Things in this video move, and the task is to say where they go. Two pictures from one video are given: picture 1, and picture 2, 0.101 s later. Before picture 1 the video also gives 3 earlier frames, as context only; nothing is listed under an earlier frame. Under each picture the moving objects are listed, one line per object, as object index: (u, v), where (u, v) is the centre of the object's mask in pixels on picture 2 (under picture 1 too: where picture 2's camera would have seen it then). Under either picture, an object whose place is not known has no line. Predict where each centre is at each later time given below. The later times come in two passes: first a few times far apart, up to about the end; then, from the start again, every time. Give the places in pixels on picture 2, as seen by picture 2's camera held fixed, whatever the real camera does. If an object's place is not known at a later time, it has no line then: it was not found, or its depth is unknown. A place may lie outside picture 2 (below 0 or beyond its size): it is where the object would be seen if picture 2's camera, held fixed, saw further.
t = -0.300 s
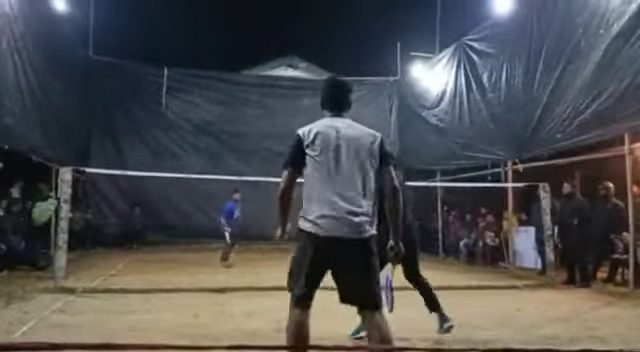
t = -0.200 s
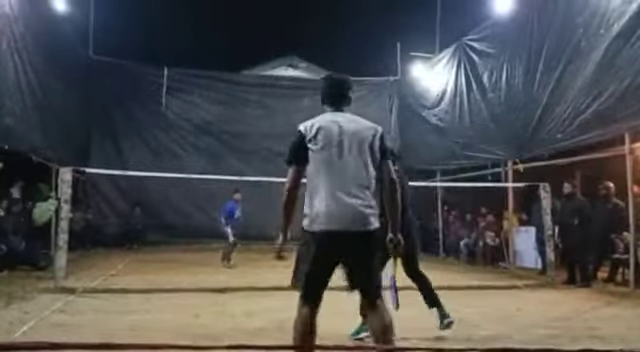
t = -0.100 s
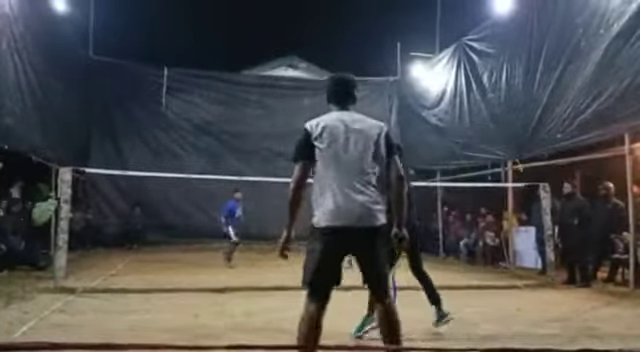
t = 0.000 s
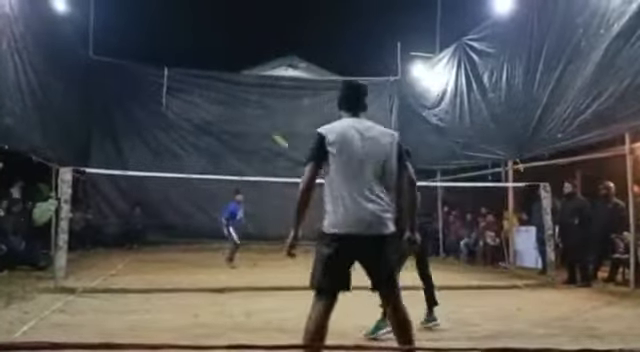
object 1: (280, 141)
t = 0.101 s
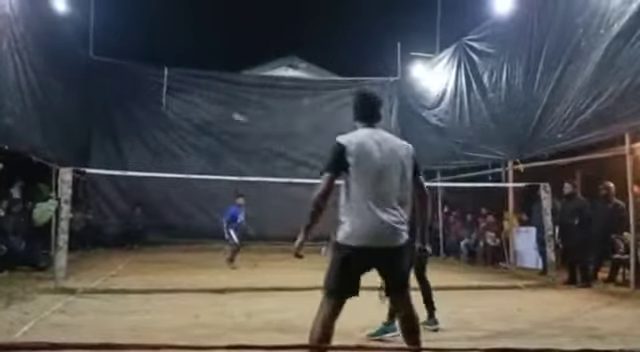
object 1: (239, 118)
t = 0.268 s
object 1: (204, 107)
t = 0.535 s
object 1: (177, 124)
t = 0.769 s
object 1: (165, 155)
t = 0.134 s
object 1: (229, 113)
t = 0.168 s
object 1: (221, 110)
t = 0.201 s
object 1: (215, 109)
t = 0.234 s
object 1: (209, 108)
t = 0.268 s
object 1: (204, 107)
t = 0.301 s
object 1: (199, 108)
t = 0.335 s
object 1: (195, 109)
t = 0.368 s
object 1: (191, 110)
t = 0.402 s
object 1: (188, 112)
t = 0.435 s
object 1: (185, 115)
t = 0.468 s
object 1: (182, 117)
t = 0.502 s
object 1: (179, 120)
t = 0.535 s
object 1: (177, 124)
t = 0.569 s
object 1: (175, 128)
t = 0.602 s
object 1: (173, 132)
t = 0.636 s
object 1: (171, 136)
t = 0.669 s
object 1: (169, 140)
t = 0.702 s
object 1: (167, 146)
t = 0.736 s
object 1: (166, 150)
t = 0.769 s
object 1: (165, 155)
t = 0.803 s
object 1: (163, 162)
